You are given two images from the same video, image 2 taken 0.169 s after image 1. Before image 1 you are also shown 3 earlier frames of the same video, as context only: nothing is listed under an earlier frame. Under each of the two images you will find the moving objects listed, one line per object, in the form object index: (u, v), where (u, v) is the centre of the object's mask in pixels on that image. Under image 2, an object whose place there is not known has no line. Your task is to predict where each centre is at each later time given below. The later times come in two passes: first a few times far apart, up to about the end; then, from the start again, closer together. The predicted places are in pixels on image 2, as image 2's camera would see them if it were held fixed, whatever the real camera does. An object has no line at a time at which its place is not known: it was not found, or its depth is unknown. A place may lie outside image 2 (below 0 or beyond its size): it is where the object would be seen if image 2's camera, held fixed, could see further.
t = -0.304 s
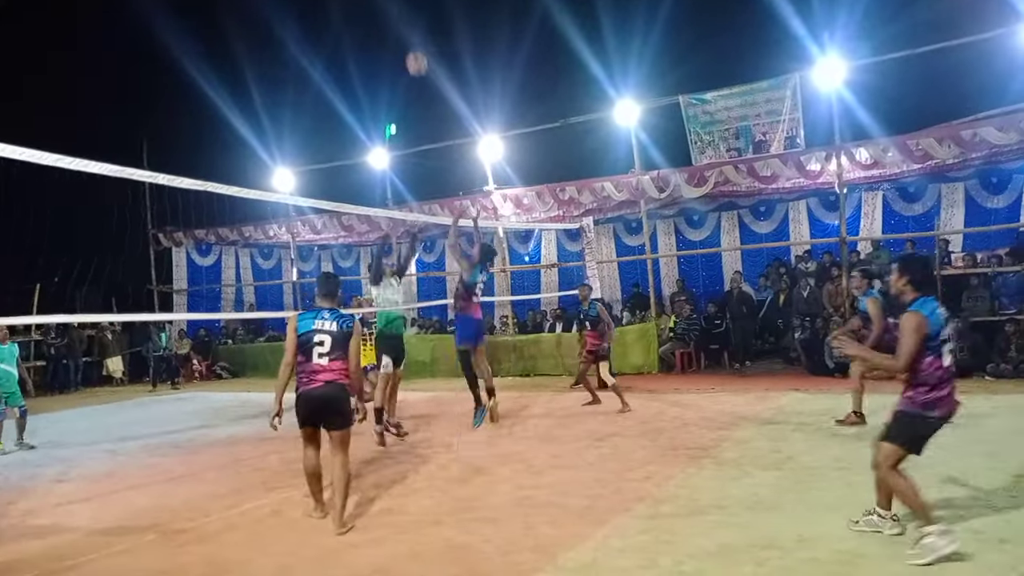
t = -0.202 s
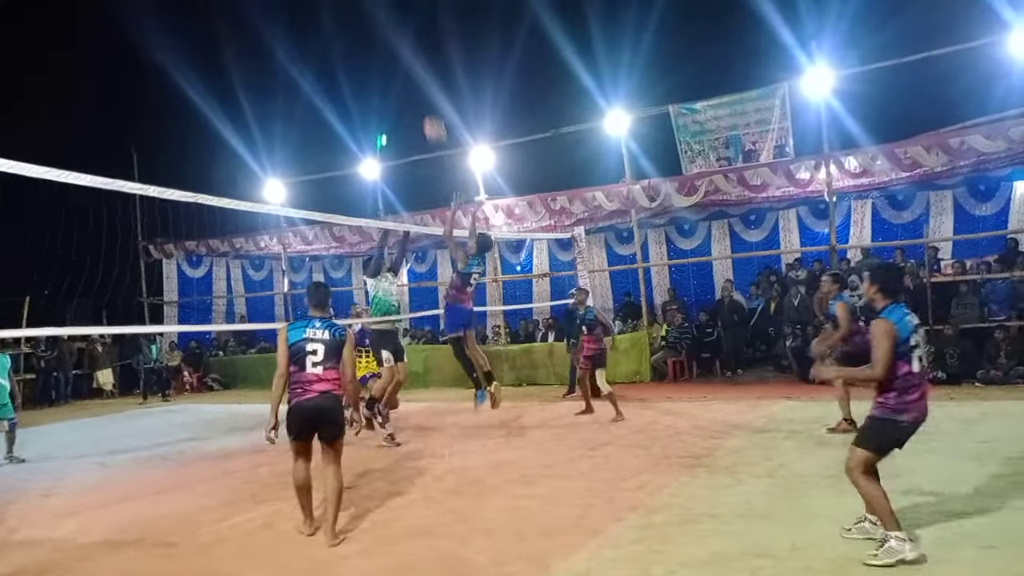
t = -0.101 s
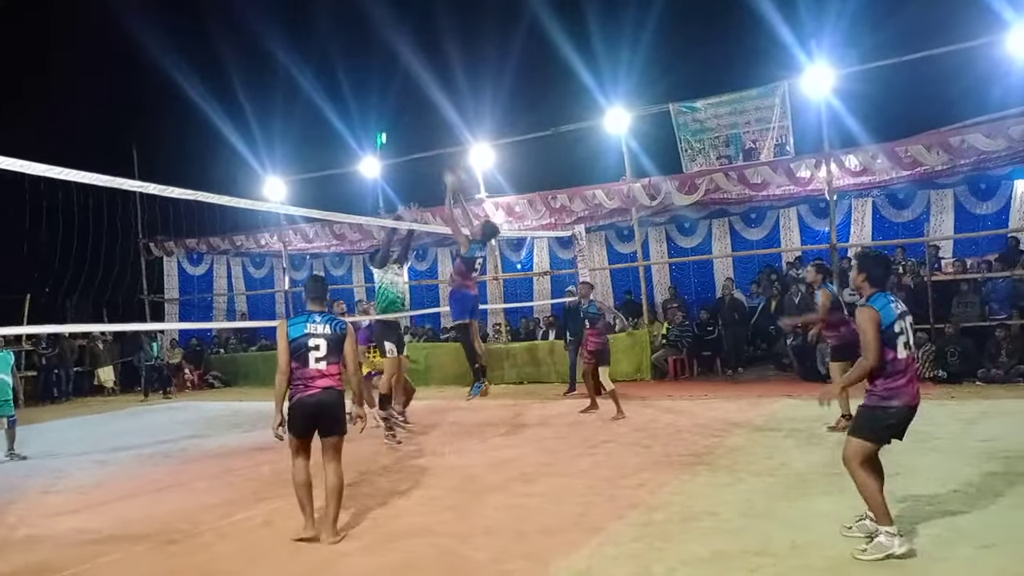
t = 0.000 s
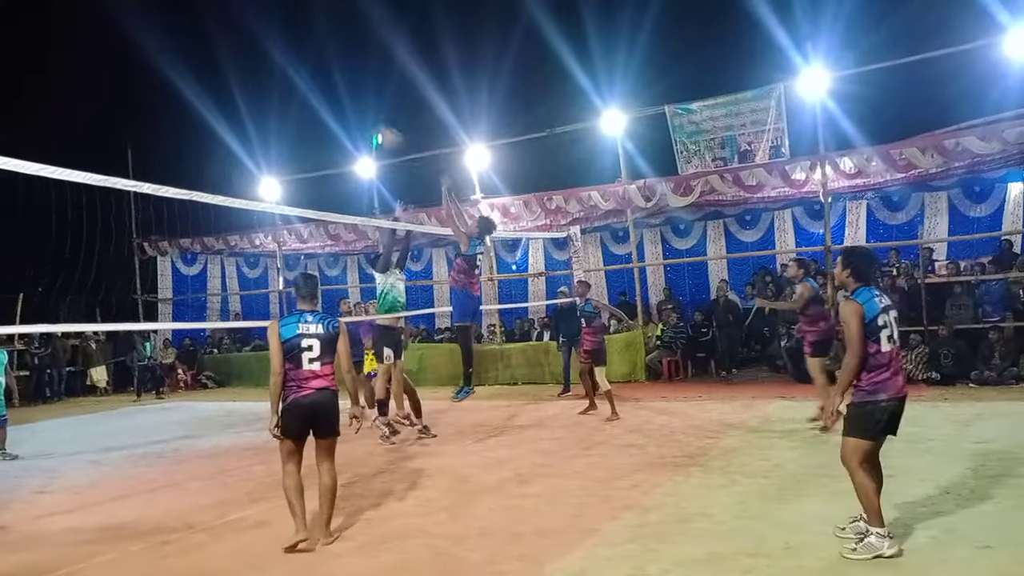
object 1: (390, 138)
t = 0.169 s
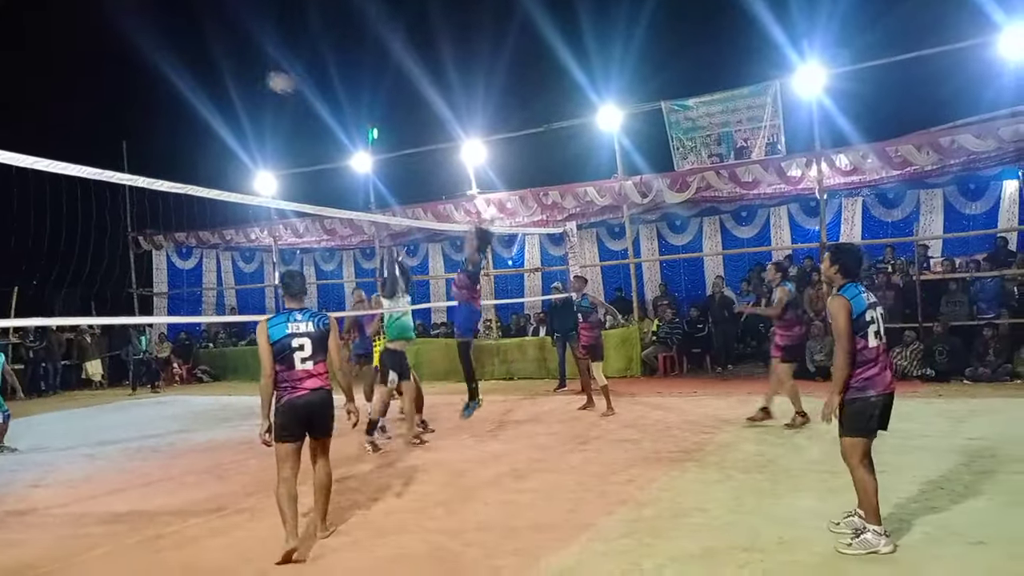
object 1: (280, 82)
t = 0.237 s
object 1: (242, 72)
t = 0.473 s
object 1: (116, 66)
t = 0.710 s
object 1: (10, 111)
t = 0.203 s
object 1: (261, 77)
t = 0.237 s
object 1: (242, 72)
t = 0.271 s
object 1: (222, 67)
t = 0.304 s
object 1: (204, 65)
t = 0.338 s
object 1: (186, 63)
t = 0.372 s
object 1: (168, 62)
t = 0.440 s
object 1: (133, 64)
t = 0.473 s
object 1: (116, 66)
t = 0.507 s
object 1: (100, 70)
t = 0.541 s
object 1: (84, 75)
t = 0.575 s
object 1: (69, 80)
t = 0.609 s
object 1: (53, 87)
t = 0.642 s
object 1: (37, 94)
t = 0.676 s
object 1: (22, 102)
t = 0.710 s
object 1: (10, 111)
